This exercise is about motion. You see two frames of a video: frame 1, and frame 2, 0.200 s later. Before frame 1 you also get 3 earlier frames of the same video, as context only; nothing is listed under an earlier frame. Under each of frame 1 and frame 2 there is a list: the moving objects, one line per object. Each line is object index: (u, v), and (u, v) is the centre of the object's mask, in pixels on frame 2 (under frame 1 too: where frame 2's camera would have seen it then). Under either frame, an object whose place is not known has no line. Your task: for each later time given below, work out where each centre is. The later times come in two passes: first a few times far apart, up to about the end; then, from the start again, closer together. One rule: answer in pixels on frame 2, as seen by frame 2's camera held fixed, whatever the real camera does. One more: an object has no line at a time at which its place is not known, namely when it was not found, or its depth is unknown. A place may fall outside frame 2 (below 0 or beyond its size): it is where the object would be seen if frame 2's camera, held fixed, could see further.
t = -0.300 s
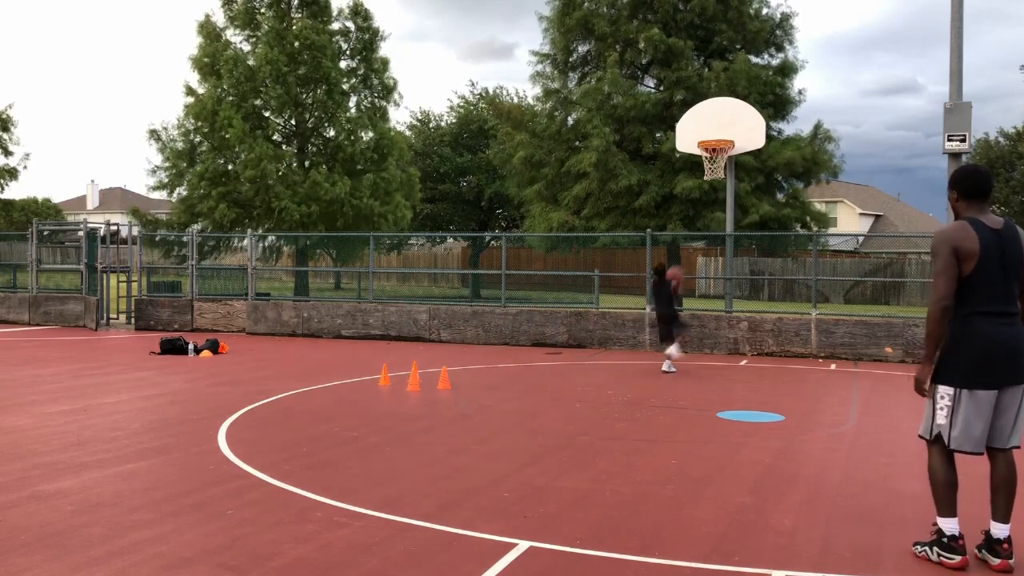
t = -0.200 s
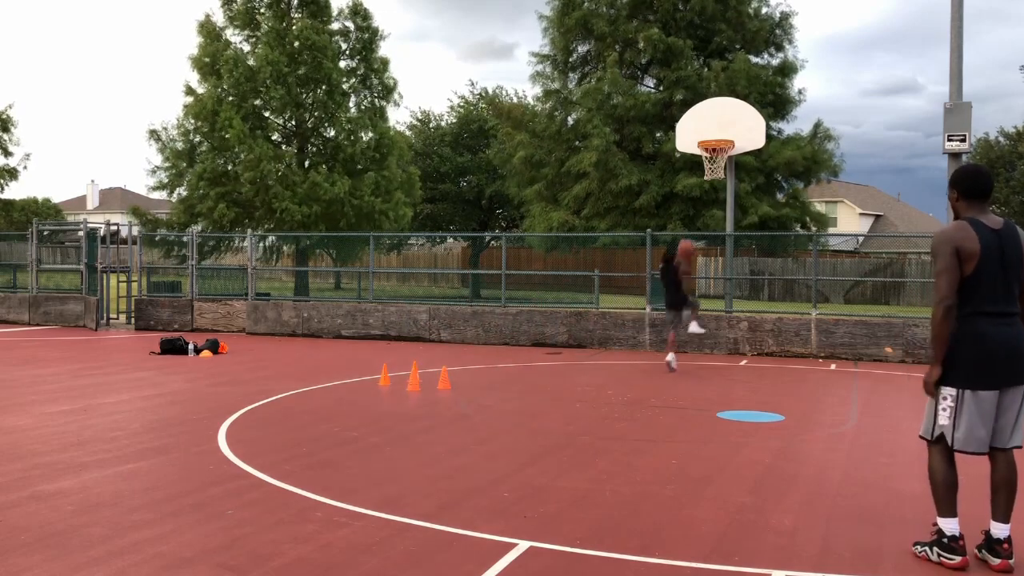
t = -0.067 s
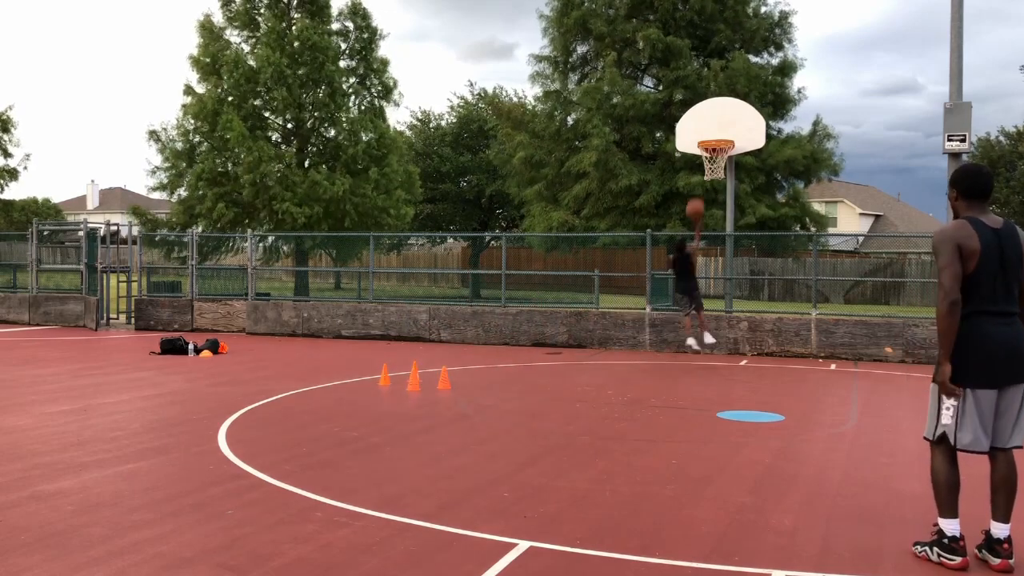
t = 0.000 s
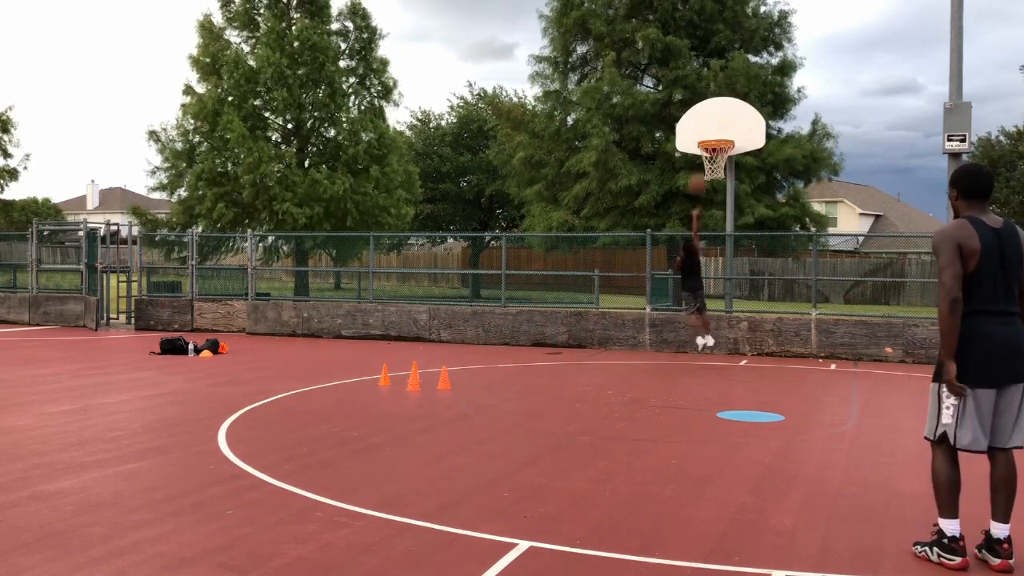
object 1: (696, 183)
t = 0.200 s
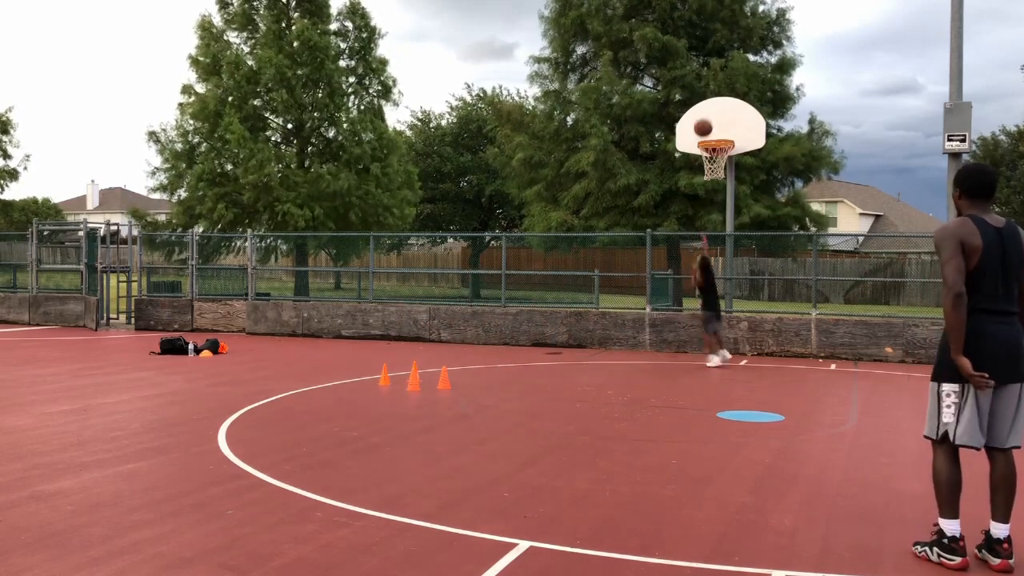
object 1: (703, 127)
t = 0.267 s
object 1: (705, 116)
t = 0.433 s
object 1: (709, 102)
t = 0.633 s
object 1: (712, 112)
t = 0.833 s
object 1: (717, 124)
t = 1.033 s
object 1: (722, 125)
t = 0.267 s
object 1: (705, 116)
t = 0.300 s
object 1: (706, 111)
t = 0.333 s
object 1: (706, 108)
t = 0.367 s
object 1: (707, 105)
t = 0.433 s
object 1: (709, 102)
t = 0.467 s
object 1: (709, 102)
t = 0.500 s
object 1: (710, 102)
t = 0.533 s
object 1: (711, 104)
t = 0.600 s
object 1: (712, 109)
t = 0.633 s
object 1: (712, 112)
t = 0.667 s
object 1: (713, 117)
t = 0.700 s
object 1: (713, 122)
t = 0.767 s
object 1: (715, 130)
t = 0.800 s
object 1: (716, 126)
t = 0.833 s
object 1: (717, 124)
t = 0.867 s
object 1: (718, 122)
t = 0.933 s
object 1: (719, 121)
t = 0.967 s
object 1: (720, 121)
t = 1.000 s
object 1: (721, 122)
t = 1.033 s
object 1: (722, 125)
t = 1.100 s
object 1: (724, 131)
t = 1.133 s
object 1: (725, 134)
